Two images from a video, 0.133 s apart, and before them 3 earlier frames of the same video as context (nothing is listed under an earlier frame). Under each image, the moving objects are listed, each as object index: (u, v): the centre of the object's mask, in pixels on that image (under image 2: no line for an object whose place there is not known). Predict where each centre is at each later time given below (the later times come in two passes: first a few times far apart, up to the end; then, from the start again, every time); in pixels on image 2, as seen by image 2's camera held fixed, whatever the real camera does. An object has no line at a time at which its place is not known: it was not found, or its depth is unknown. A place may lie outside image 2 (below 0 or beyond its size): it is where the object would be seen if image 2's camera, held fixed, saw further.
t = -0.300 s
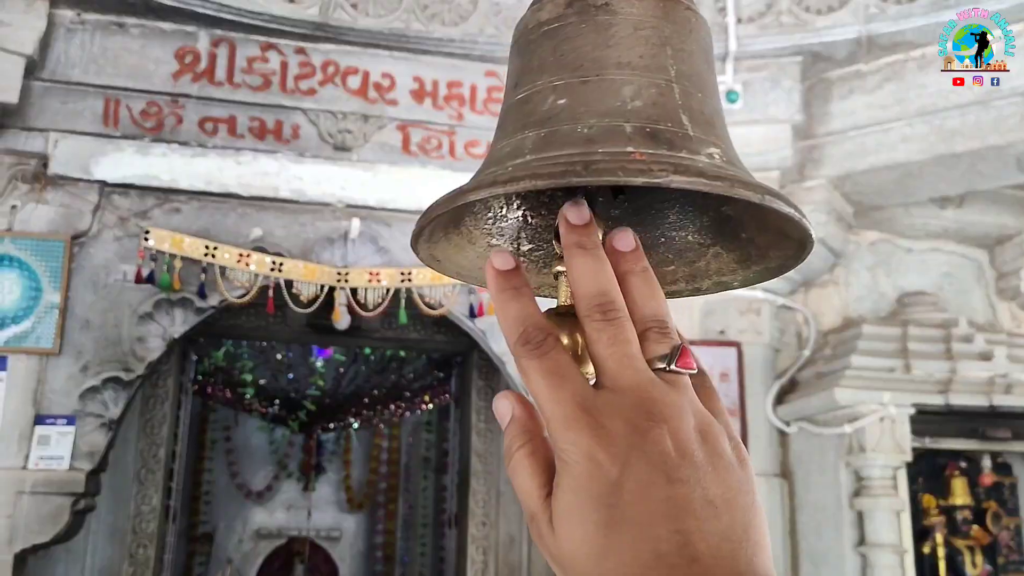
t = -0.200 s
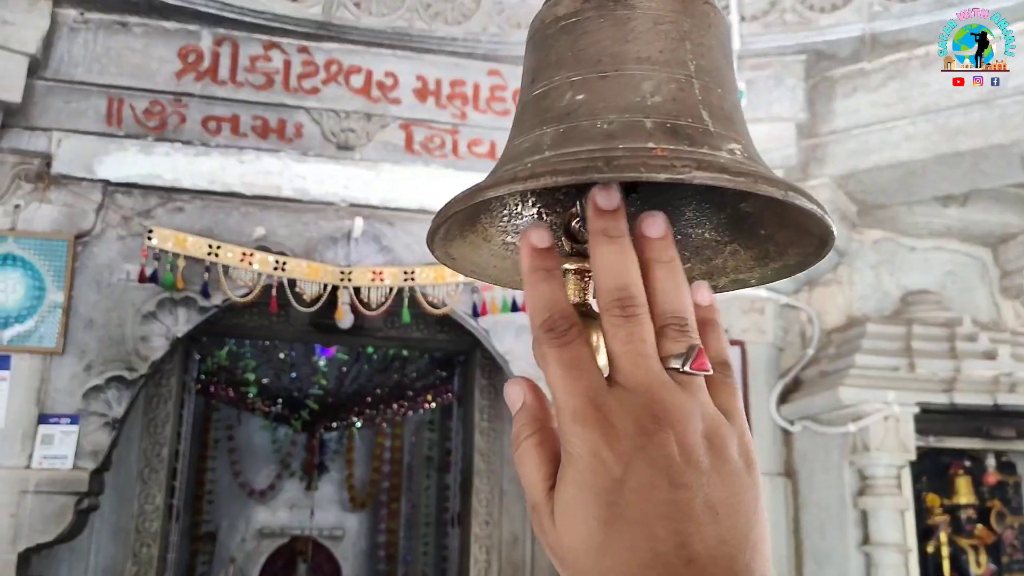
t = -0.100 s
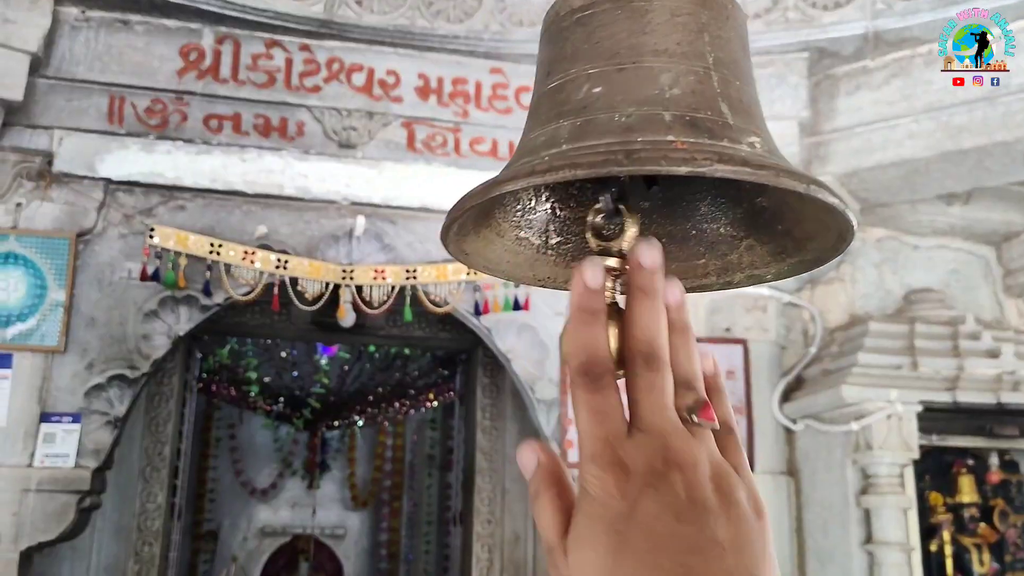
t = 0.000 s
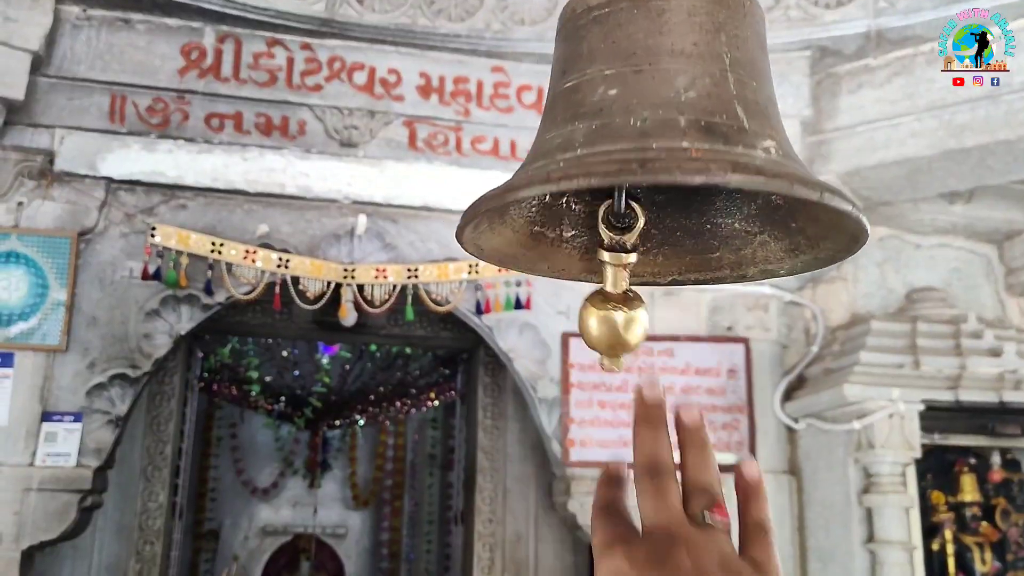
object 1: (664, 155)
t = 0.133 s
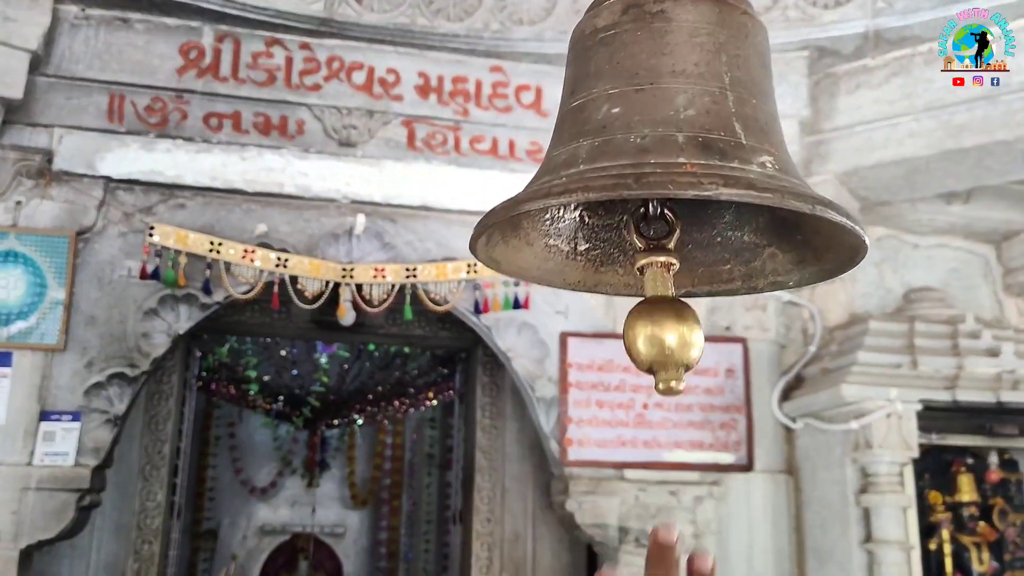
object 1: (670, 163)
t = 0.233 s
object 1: (680, 166)
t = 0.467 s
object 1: (725, 171)
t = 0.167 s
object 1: (673, 165)
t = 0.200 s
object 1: (676, 165)
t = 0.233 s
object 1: (680, 166)
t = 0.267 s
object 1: (684, 166)
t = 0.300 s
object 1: (690, 166)
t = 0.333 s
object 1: (697, 167)
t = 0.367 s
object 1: (704, 168)
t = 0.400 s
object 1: (711, 169)
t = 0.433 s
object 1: (718, 171)
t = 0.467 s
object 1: (725, 171)
